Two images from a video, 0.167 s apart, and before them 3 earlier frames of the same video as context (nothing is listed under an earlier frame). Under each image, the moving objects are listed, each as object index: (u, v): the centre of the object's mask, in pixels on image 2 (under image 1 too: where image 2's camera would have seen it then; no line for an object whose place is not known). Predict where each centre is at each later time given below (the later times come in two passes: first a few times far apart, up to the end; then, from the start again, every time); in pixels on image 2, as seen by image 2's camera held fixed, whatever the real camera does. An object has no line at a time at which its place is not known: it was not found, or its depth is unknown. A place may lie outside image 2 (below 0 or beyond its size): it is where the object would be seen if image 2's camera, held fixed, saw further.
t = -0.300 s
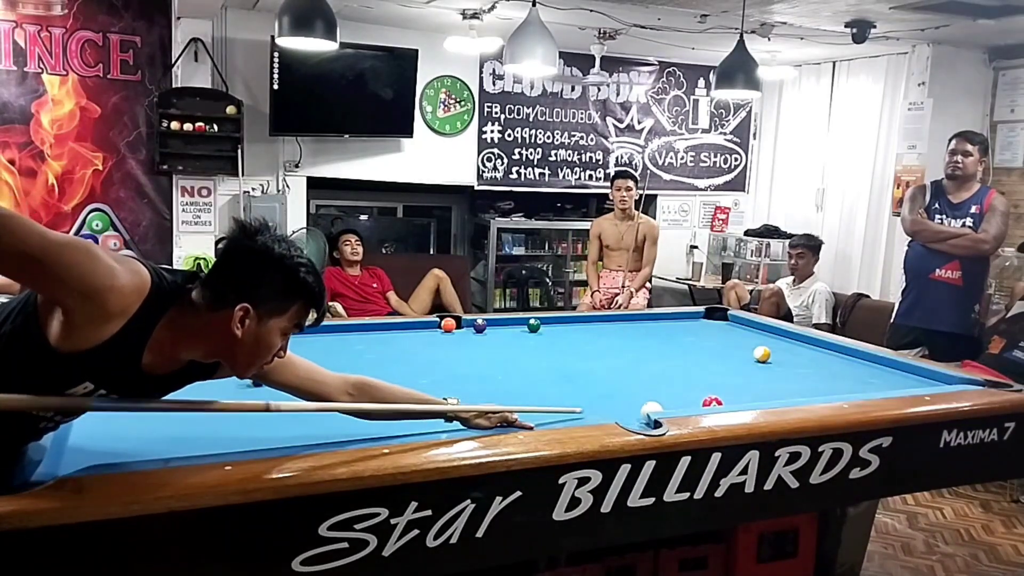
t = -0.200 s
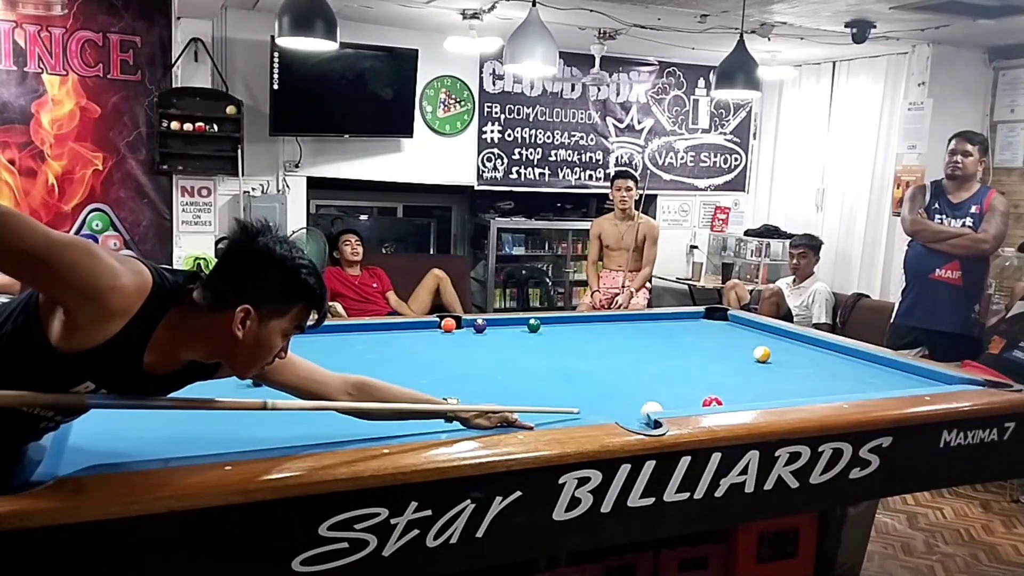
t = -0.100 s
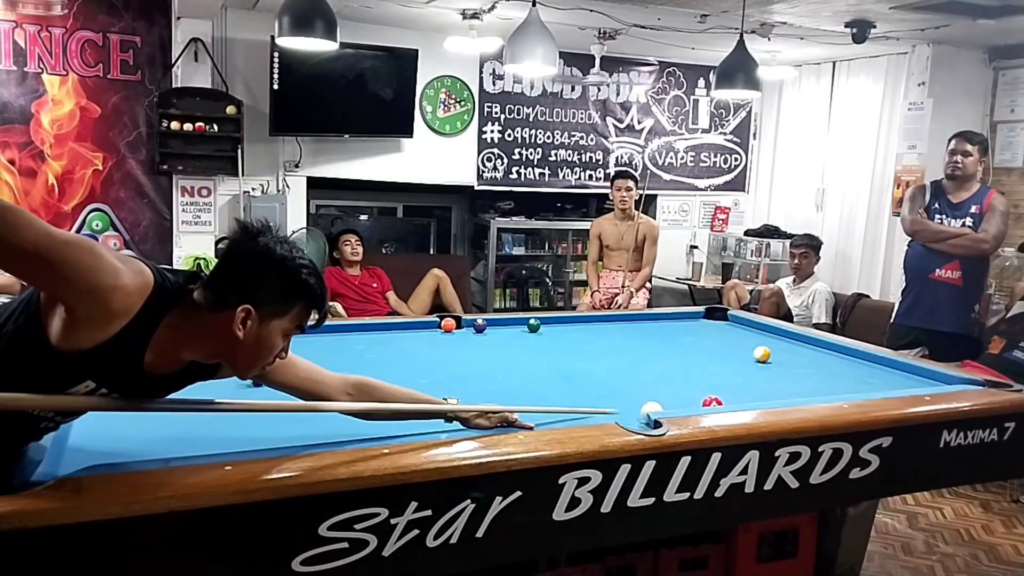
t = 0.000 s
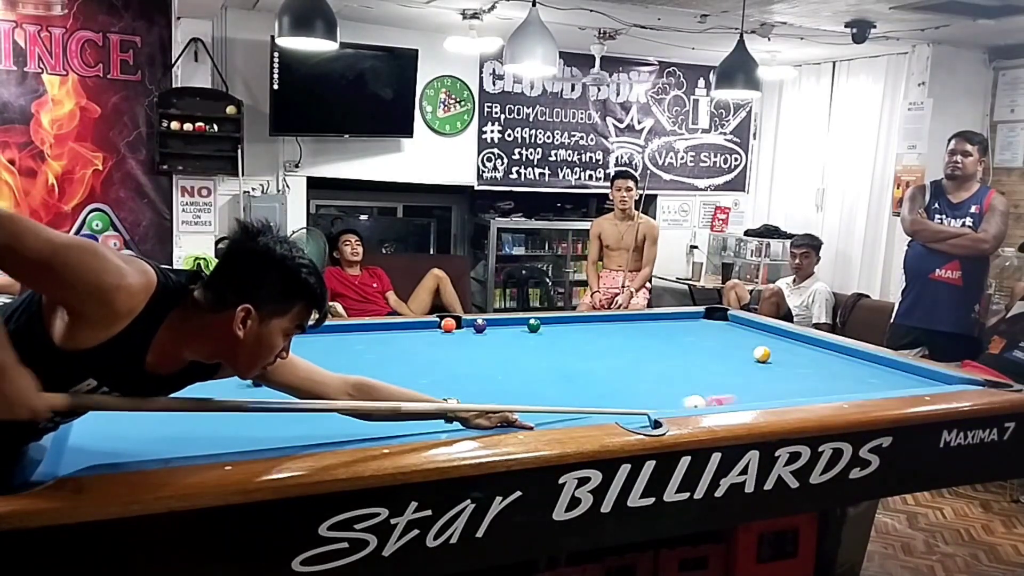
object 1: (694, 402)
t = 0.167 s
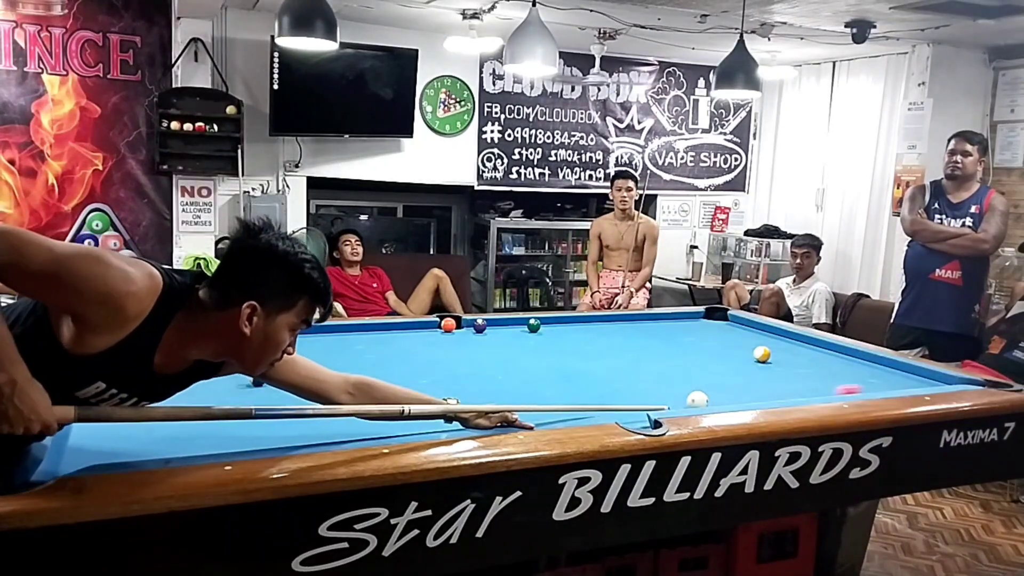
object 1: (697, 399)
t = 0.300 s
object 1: (699, 397)
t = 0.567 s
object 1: (703, 391)
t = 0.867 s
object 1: (707, 385)
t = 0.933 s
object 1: (707, 383)
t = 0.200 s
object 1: (698, 399)
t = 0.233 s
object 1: (698, 398)
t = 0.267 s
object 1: (699, 398)
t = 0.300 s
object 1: (699, 397)
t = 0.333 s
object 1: (700, 396)
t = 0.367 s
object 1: (700, 396)
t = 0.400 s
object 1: (701, 395)
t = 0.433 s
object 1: (701, 394)
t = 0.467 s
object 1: (702, 393)
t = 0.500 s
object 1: (703, 393)
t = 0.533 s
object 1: (703, 392)
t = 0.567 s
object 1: (703, 391)
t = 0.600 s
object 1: (704, 390)
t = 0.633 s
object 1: (704, 390)
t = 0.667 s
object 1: (705, 389)
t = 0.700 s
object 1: (705, 388)
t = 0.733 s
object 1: (705, 387)
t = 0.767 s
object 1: (706, 387)
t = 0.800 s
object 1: (706, 386)
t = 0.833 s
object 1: (706, 385)
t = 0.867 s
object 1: (707, 385)
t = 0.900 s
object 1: (707, 384)
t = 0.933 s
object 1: (707, 383)
